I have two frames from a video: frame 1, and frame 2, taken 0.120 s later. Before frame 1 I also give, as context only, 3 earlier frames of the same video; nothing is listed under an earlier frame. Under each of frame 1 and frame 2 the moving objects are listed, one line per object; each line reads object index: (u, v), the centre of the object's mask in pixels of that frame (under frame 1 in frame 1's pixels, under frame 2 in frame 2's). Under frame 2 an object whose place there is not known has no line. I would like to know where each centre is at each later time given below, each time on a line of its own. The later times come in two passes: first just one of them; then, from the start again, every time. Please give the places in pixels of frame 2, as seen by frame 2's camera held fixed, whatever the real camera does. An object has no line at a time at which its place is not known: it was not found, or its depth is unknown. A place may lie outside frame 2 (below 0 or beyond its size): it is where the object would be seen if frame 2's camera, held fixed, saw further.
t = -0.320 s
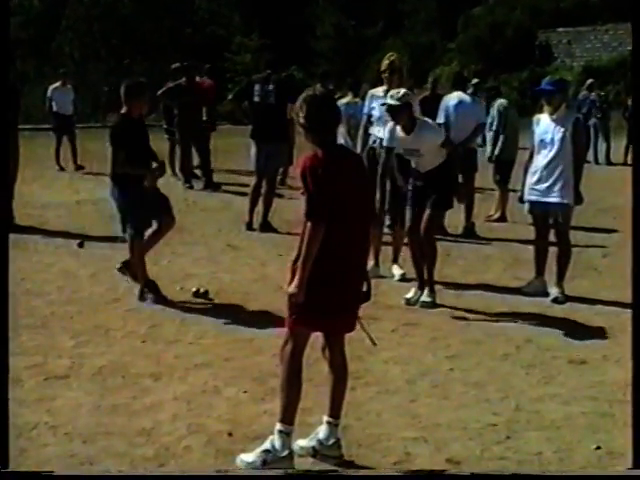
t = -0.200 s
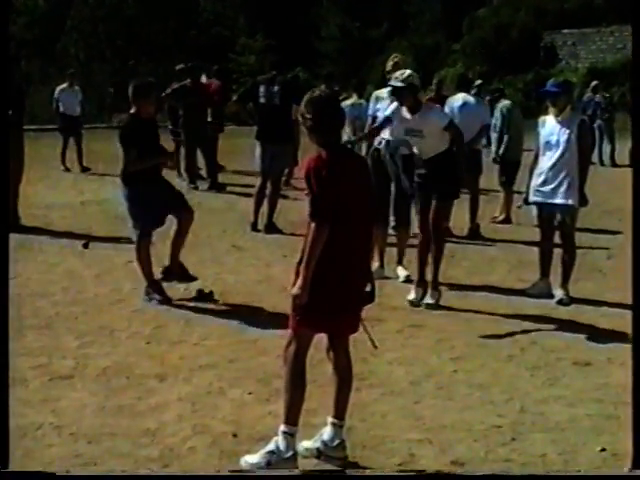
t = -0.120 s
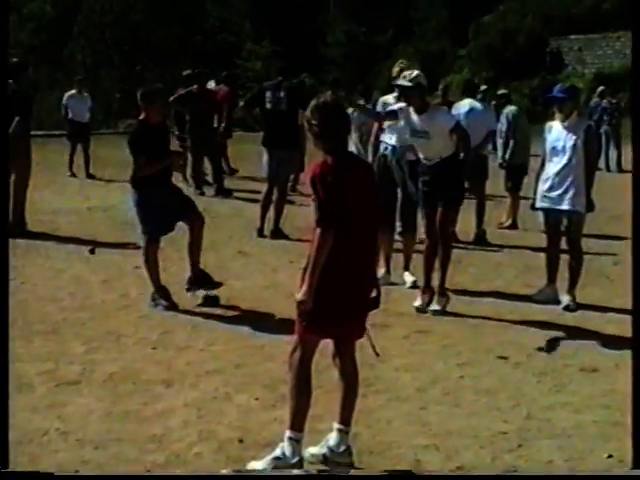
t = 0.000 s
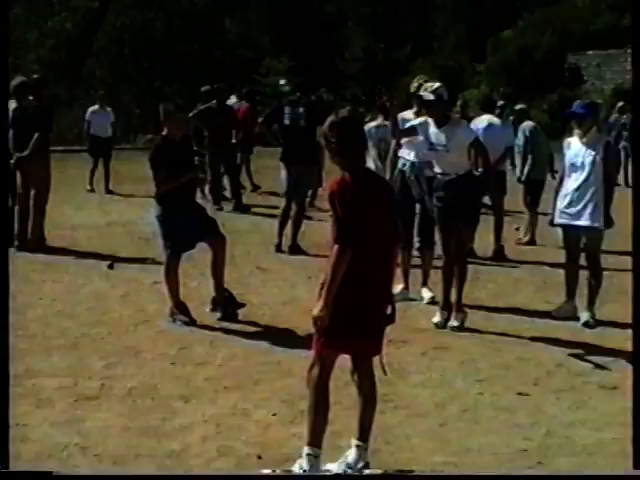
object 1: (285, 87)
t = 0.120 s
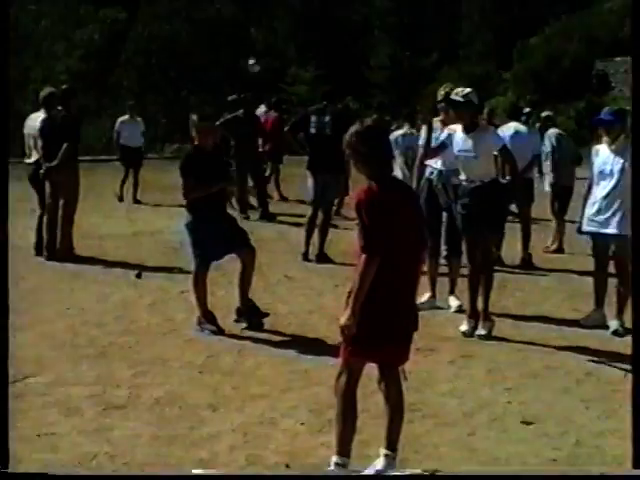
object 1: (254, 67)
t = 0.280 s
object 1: (169, 65)
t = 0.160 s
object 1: (234, 63)
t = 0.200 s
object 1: (212, 61)
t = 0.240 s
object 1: (190, 62)
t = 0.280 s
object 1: (169, 65)
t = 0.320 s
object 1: (146, 72)
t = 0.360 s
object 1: (121, 83)
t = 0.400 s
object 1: (97, 97)
